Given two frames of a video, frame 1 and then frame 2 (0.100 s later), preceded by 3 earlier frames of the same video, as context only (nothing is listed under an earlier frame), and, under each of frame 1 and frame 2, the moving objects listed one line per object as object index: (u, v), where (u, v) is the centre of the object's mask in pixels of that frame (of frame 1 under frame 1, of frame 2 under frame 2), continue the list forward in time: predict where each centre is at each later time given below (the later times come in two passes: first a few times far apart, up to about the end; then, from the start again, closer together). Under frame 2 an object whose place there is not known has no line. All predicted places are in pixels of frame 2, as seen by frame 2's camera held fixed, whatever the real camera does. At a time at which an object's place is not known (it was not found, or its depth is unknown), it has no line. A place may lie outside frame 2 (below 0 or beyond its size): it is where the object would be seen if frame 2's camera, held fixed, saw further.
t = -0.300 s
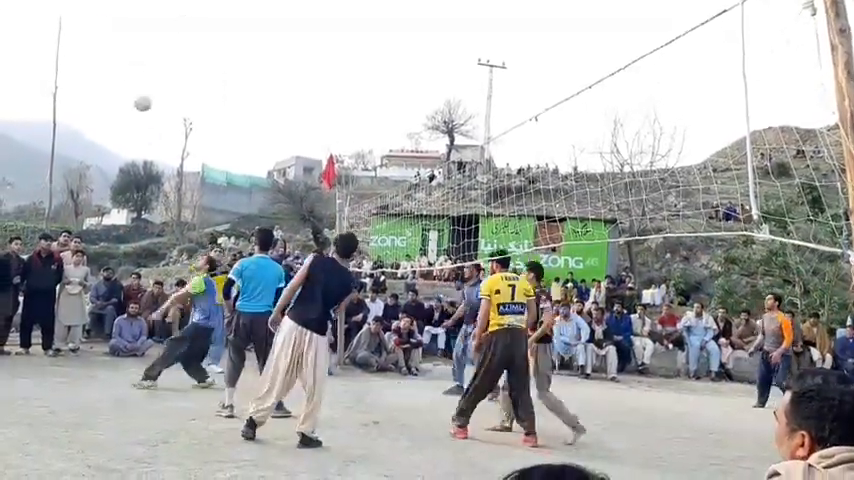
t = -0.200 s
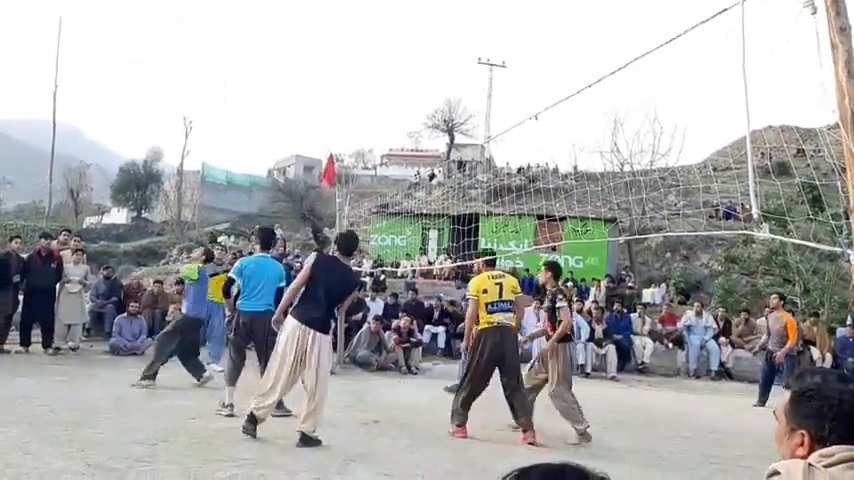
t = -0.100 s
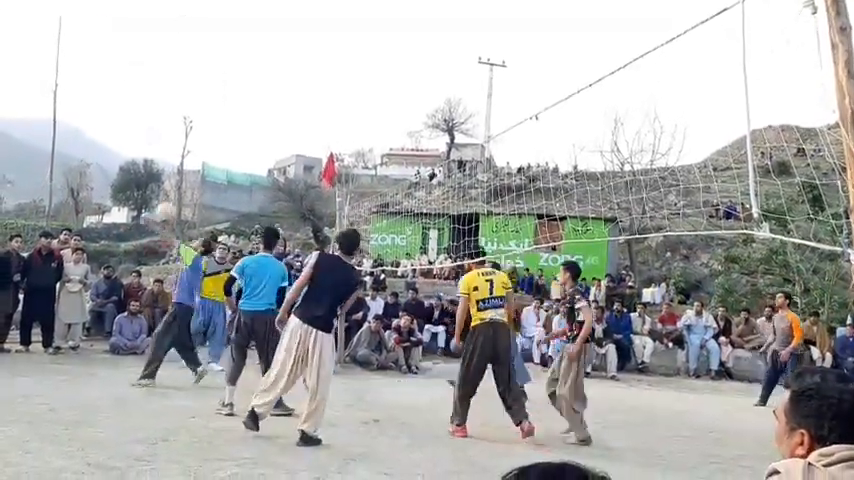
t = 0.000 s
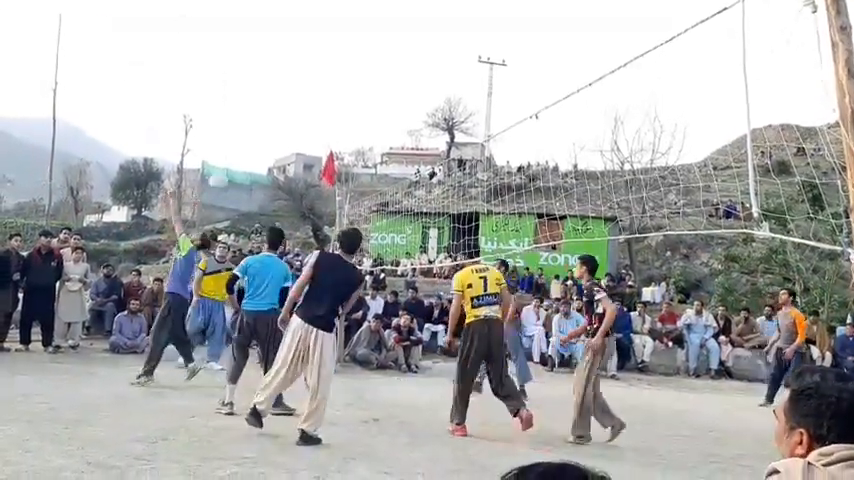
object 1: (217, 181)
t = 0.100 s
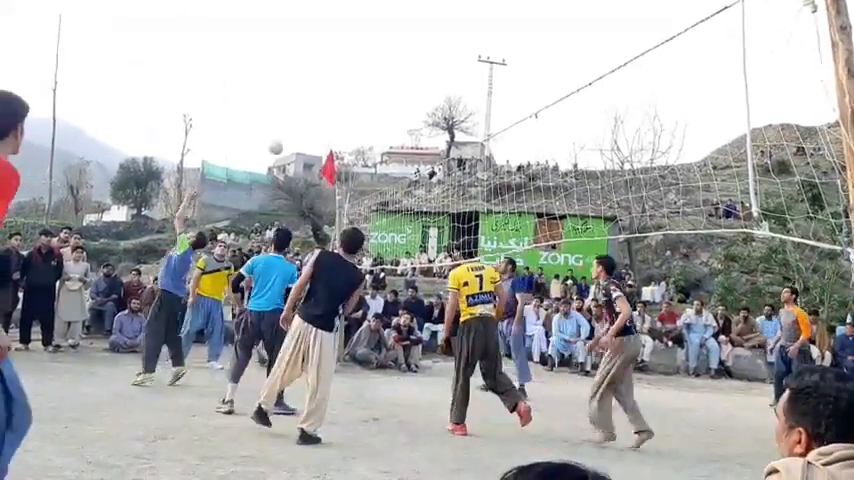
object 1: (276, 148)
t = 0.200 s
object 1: (327, 124)
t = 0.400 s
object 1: (420, 101)
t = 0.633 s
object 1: (517, 114)
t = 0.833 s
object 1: (589, 155)
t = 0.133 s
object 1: (293, 139)
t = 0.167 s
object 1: (310, 130)
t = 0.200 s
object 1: (327, 124)
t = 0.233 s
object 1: (343, 117)
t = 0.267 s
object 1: (360, 112)
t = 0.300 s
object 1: (375, 108)
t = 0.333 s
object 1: (391, 105)
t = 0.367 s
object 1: (405, 104)
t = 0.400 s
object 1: (420, 101)
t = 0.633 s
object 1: (517, 114)
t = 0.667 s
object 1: (531, 120)
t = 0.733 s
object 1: (554, 131)
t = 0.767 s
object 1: (567, 139)
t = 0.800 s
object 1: (578, 146)
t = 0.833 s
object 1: (589, 155)
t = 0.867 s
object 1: (602, 165)
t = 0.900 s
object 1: (610, 173)
